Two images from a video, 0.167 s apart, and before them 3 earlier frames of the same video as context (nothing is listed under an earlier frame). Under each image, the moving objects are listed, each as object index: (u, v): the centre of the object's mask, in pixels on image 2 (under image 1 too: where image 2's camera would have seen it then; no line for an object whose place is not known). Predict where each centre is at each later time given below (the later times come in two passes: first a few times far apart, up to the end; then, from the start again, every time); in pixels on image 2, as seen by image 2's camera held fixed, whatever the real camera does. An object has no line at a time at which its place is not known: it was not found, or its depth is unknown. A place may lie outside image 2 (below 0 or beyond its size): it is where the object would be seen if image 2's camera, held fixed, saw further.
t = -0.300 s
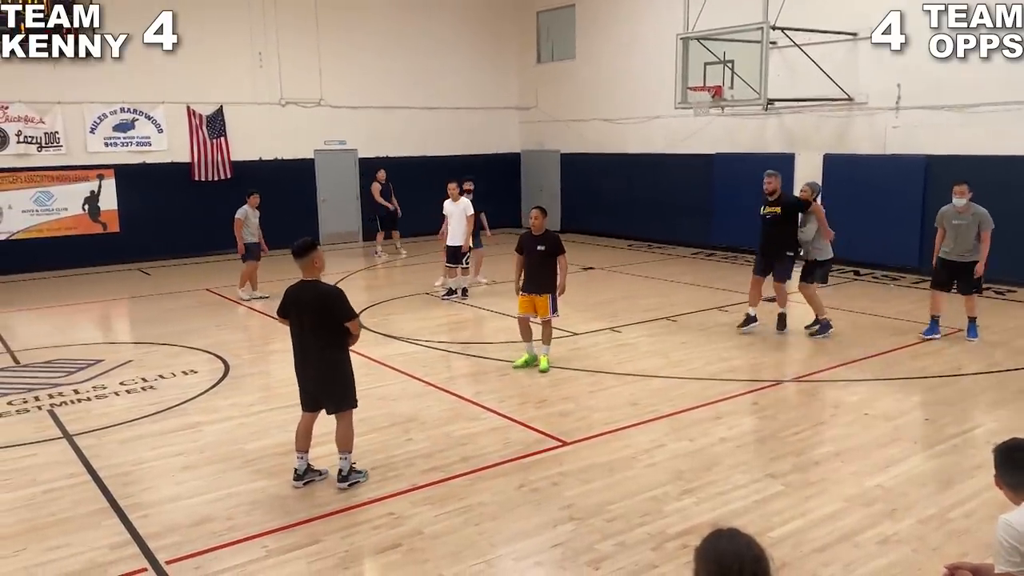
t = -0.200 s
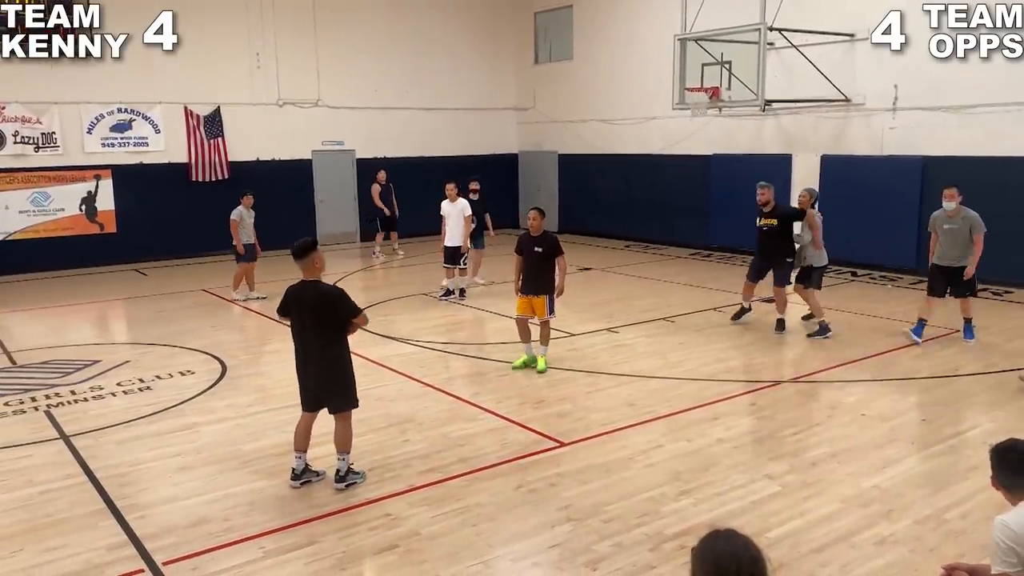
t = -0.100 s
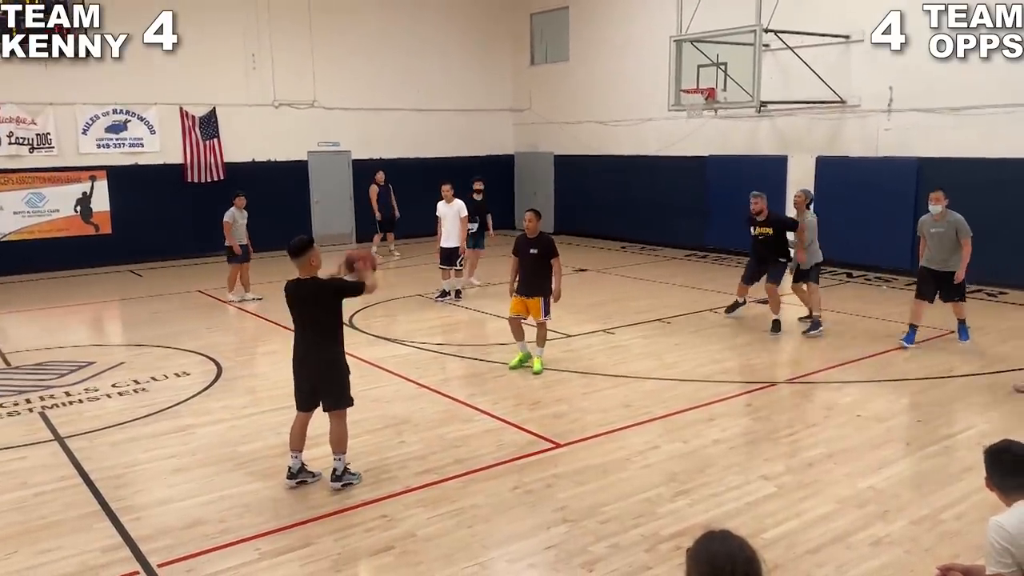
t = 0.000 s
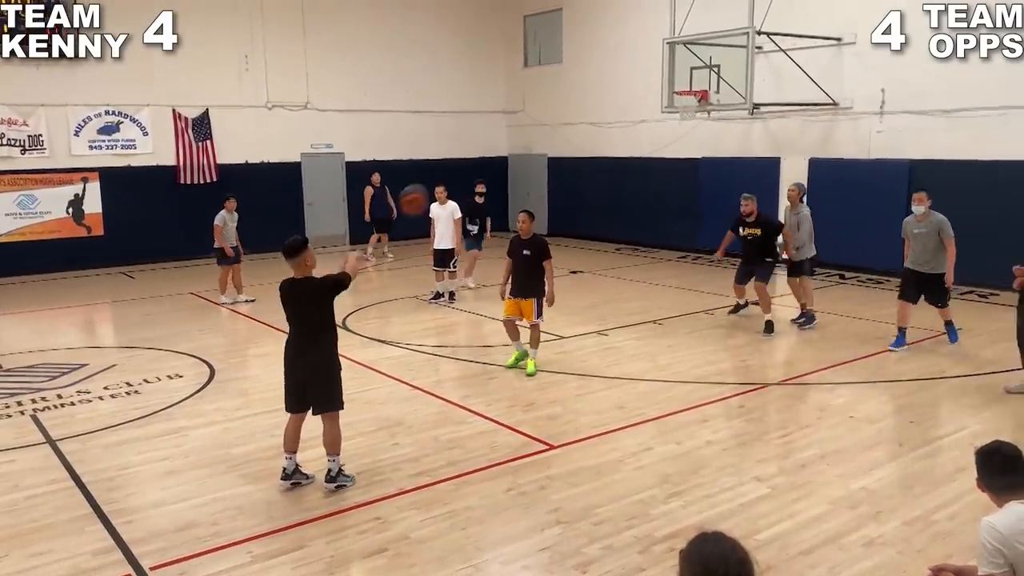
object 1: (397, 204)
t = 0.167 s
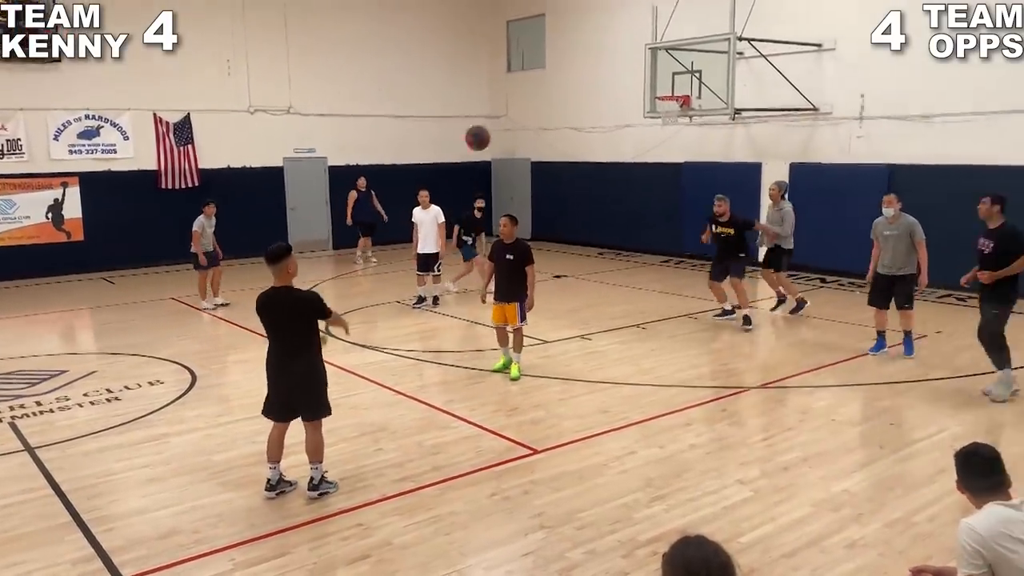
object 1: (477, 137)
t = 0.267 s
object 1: (515, 118)
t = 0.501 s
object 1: (582, 115)
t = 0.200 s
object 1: (491, 130)
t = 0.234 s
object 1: (503, 123)
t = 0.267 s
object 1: (515, 118)
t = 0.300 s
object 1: (526, 115)
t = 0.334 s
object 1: (536, 113)
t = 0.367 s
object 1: (546, 112)
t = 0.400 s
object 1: (556, 111)
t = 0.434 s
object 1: (565, 112)
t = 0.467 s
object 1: (574, 113)
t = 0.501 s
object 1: (582, 115)
